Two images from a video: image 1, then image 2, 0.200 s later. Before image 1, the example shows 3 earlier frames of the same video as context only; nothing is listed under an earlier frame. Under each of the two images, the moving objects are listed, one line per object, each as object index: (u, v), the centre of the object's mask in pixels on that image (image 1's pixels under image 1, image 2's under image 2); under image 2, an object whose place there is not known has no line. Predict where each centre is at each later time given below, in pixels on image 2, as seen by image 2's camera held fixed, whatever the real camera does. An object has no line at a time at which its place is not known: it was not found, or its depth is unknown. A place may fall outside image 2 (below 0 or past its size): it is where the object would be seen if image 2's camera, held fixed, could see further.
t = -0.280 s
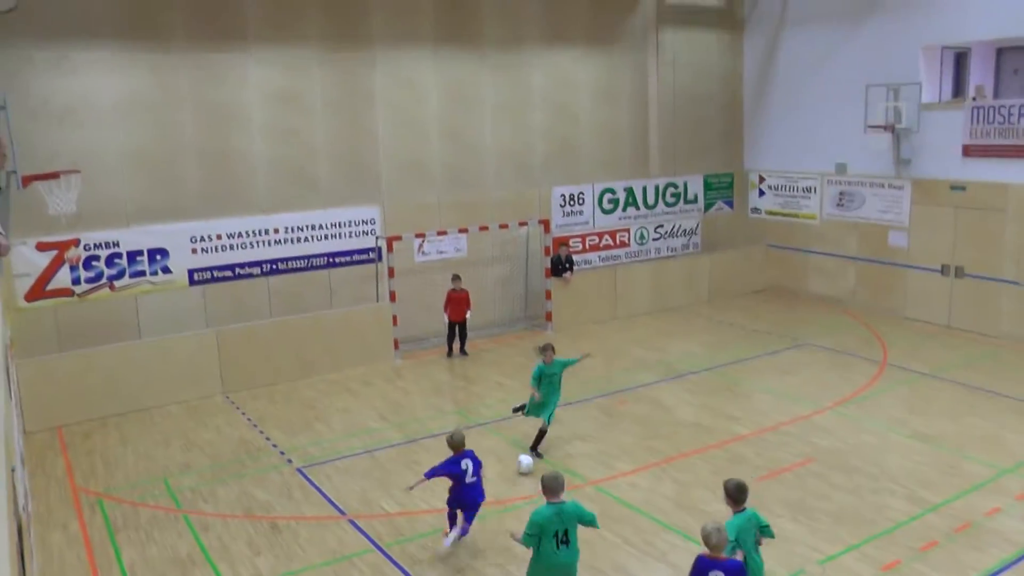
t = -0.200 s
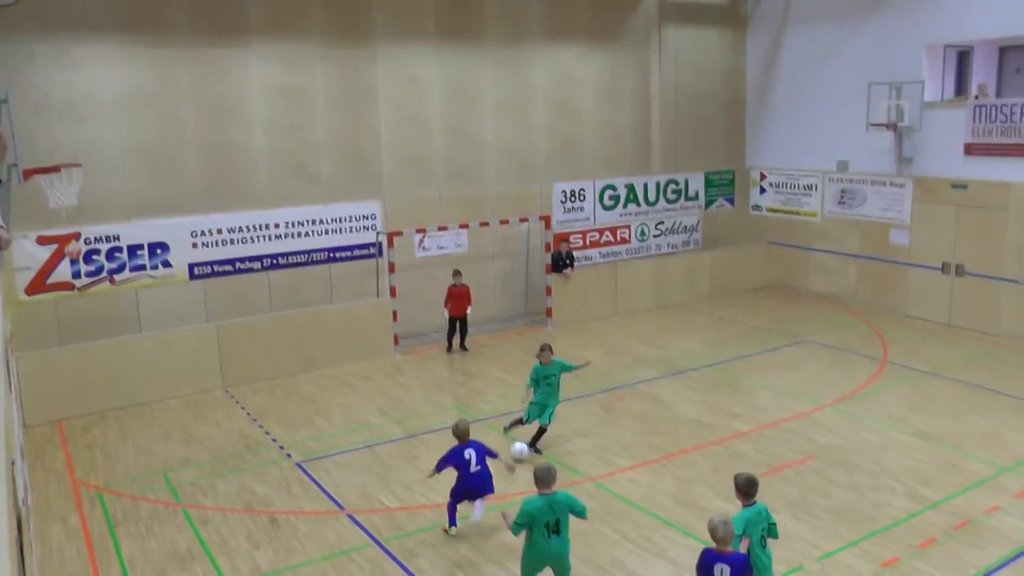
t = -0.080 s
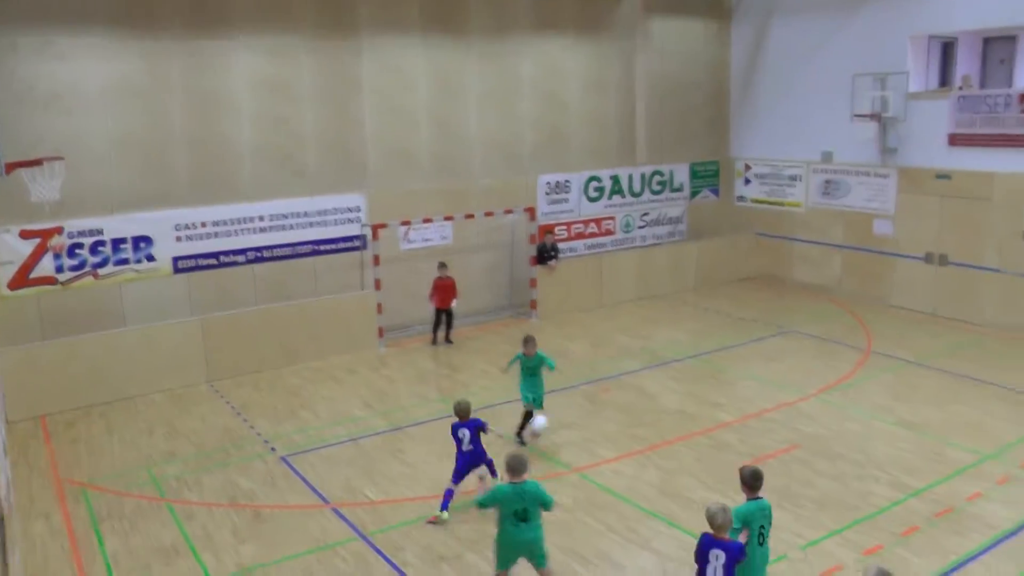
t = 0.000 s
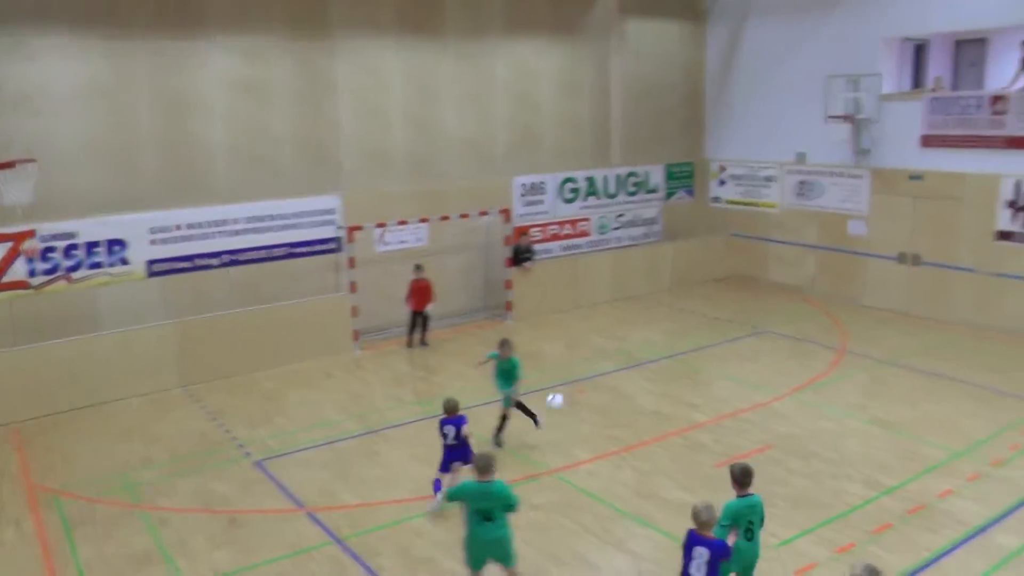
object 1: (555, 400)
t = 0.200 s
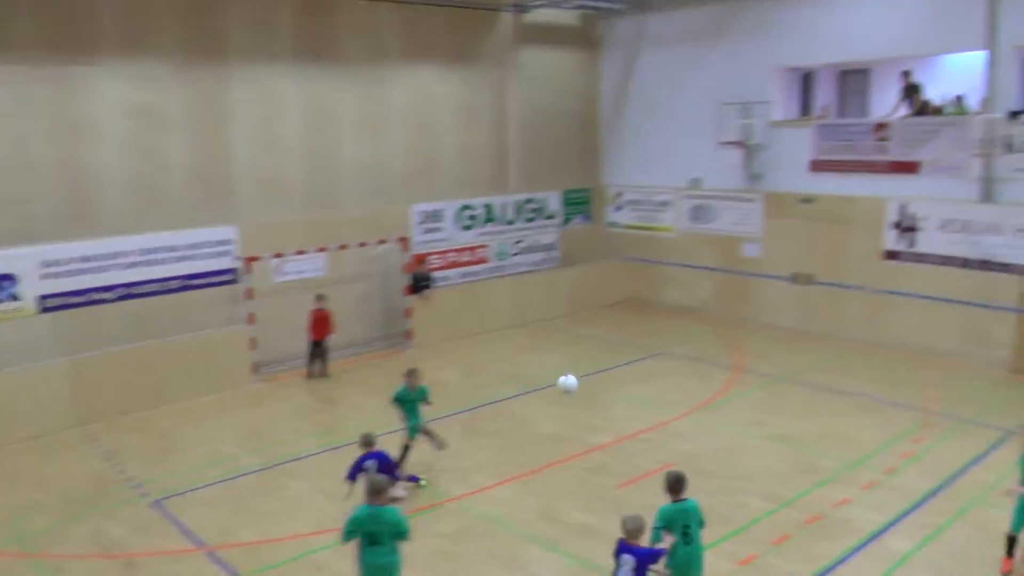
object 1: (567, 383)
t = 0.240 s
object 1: (589, 378)
